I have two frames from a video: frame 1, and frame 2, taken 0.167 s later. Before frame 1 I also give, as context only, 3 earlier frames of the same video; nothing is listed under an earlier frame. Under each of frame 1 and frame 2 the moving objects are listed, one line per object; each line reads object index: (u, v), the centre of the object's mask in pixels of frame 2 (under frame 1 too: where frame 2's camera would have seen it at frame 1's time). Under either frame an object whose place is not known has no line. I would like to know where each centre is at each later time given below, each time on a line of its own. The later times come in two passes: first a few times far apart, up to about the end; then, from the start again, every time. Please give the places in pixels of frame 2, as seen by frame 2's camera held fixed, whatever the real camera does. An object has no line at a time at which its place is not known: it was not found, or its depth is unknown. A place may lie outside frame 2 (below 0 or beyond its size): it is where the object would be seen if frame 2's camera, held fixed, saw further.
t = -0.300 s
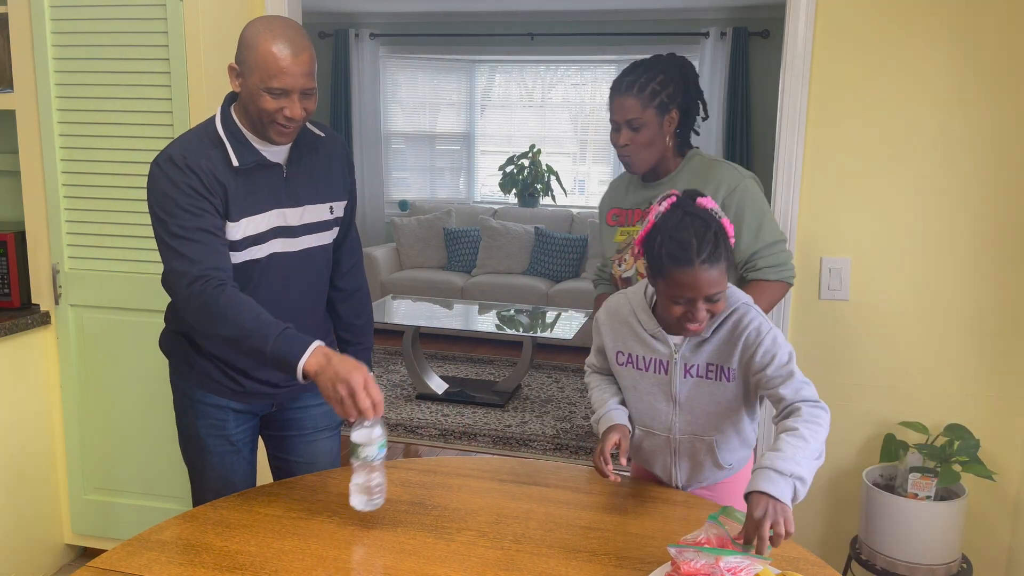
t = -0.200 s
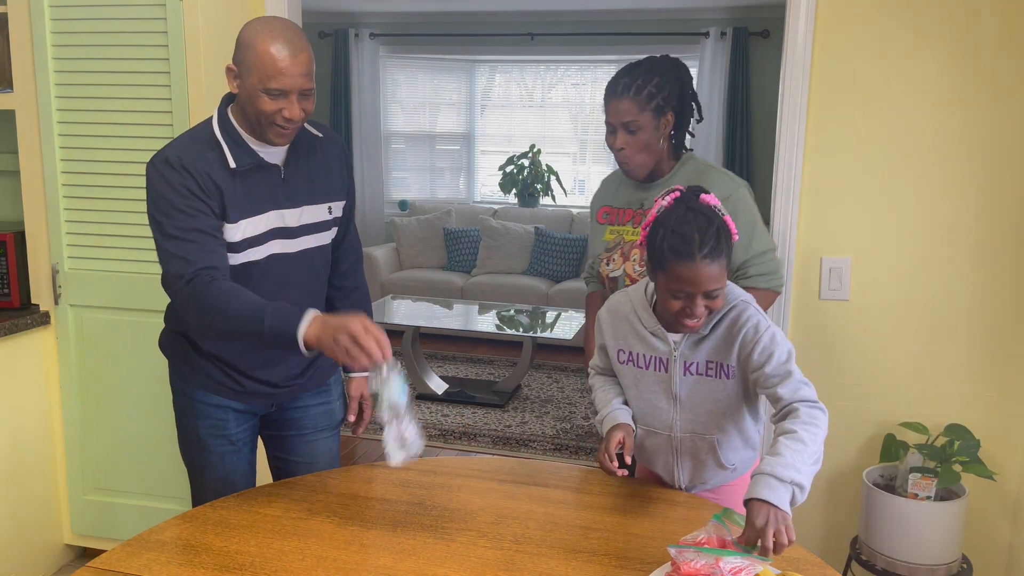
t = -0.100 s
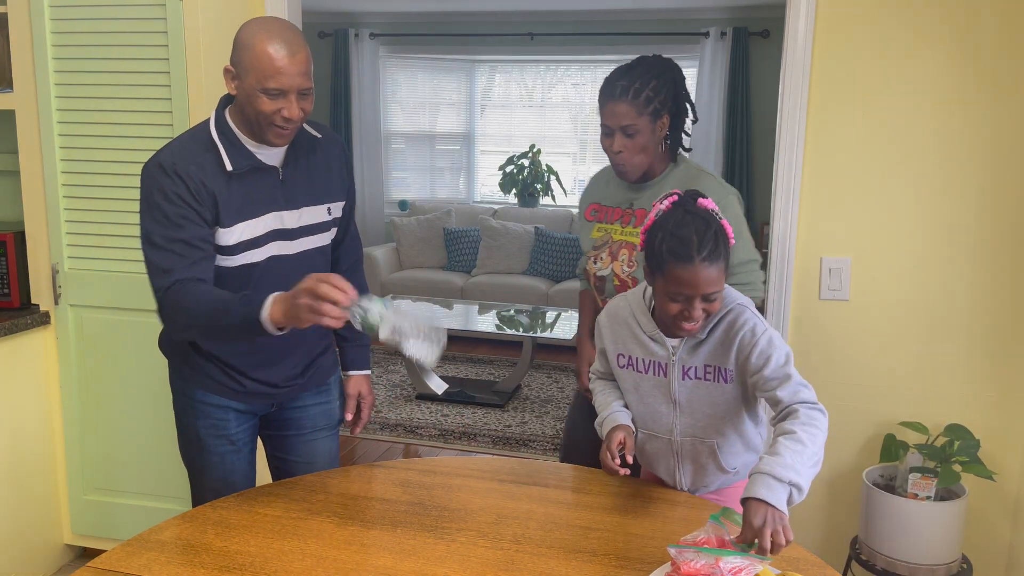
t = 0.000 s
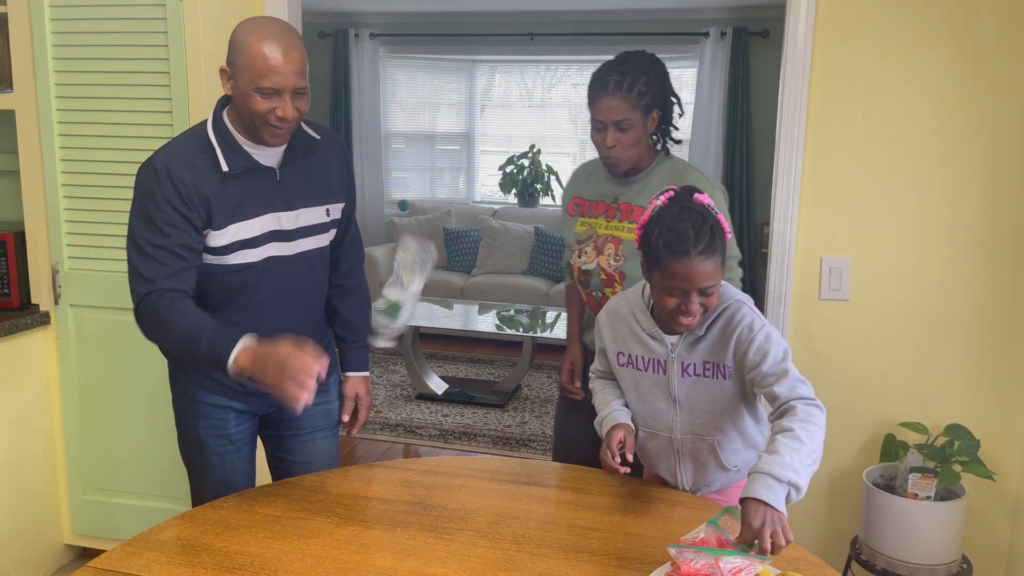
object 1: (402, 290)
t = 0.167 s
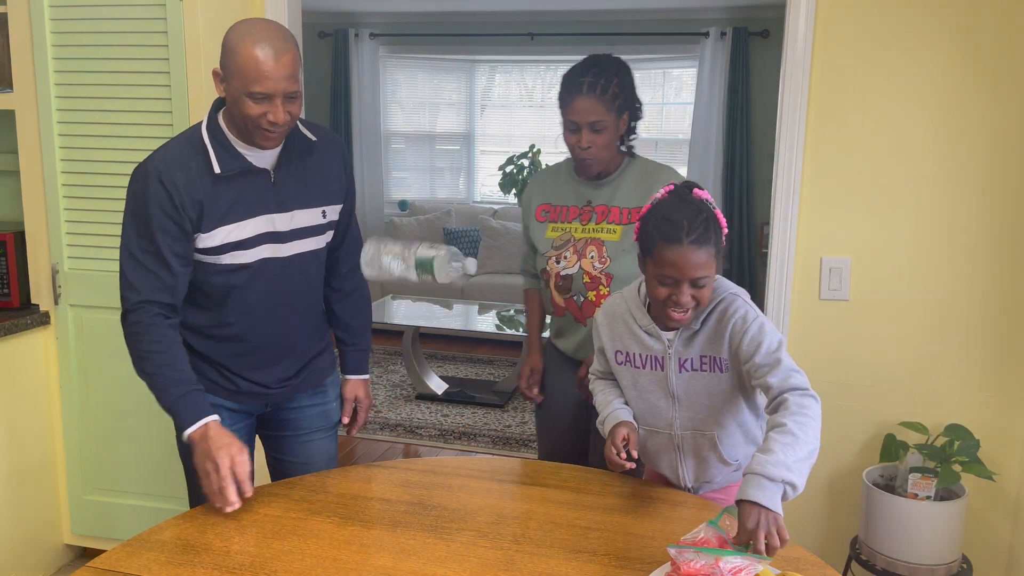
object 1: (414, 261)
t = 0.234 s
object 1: (404, 296)
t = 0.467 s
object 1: (399, 511)
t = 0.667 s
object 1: (386, 531)
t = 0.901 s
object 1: (382, 534)
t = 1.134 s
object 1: (378, 537)
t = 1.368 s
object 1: (377, 539)
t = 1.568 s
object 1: (378, 538)
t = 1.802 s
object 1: (380, 536)
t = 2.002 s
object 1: (379, 537)
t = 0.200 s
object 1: (411, 276)
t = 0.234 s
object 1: (404, 296)
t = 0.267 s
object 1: (402, 326)
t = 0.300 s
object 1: (395, 360)
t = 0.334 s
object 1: (395, 395)
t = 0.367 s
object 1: (390, 439)
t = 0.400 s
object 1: (387, 488)
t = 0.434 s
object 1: (395, 502)
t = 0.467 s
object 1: (399, 511)
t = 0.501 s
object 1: (396, 523)
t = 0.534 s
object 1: (391, 527)
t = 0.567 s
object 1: (391, 529)
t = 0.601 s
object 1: (388, 530)
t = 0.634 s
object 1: (387, 531)
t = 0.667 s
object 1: (386, 531)
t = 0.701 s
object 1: (385, 531)
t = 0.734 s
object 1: (385, 532)
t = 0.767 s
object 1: (385, 532)
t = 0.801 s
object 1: (384, 532)
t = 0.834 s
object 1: (383, 533)
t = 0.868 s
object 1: (382, 534)
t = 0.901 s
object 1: (382, 534)
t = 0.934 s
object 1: (381, 534)
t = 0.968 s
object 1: (381, 534)
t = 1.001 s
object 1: (381, 535)
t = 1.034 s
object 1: (380, 536)
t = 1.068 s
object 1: (379, 537)
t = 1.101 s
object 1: (378, 537)
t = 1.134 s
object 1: (378, 537)
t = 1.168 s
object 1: (378, 538)
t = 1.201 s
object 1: (377, 538)
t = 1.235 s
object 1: (376, 539)
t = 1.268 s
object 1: (376, 539)
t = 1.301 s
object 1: (376, 539)
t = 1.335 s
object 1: (376, 539)
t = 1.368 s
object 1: (377, 539)
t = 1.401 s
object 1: (376, 539)
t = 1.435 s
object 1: (376, 539)
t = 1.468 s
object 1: (376, 539)
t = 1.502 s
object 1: (377, 538)
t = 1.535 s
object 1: (378, 538)
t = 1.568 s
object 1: (378, 538)
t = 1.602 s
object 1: (378, 537)
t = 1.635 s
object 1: (378, 537)
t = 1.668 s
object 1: (379, 537)
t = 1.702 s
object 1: (380, 536)
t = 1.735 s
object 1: (380, 536)
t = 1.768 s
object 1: (380, 536)
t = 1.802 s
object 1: (380, 536)
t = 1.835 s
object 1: (380, 536)
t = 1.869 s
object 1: (380, 536)
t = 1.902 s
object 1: (380, 536)
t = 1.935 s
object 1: (379, 537)
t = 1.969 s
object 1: (379, 537)
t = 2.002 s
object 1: (379, 537)
